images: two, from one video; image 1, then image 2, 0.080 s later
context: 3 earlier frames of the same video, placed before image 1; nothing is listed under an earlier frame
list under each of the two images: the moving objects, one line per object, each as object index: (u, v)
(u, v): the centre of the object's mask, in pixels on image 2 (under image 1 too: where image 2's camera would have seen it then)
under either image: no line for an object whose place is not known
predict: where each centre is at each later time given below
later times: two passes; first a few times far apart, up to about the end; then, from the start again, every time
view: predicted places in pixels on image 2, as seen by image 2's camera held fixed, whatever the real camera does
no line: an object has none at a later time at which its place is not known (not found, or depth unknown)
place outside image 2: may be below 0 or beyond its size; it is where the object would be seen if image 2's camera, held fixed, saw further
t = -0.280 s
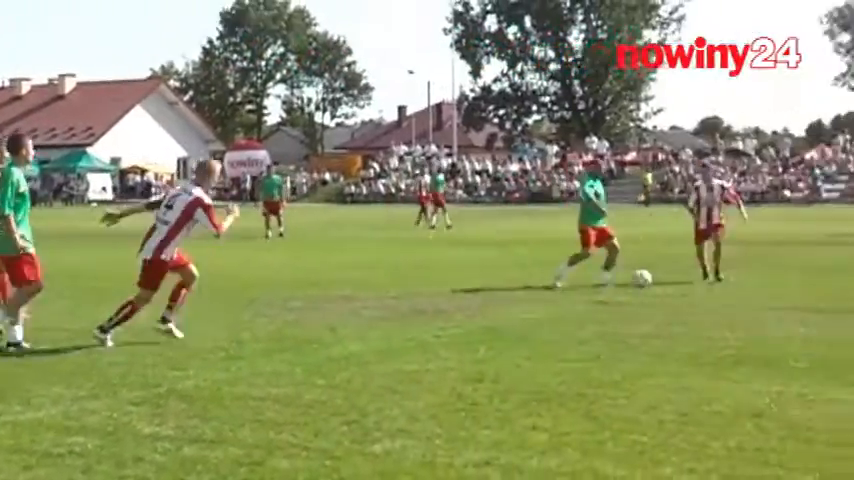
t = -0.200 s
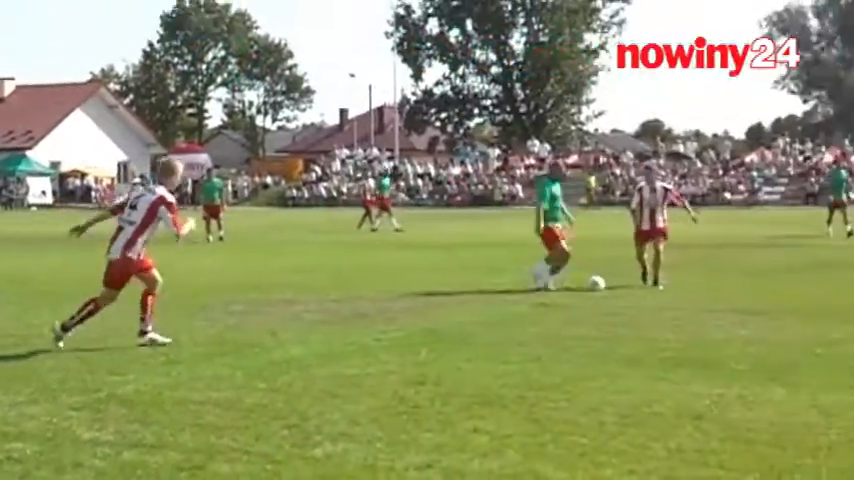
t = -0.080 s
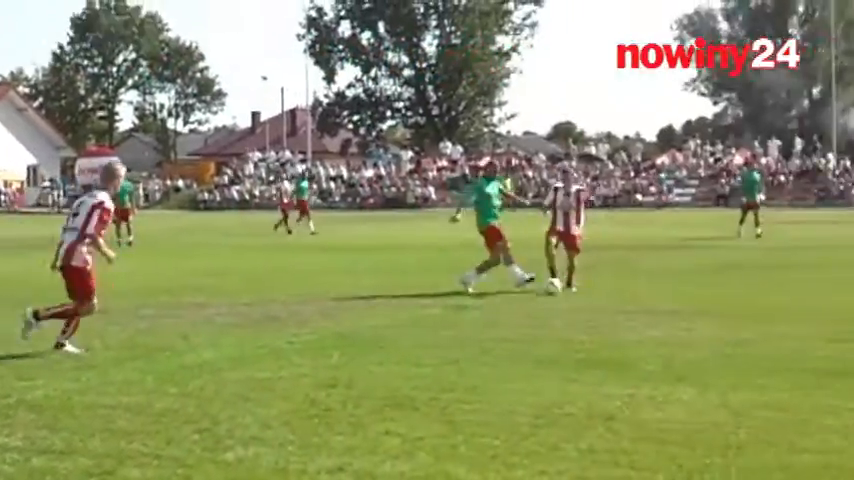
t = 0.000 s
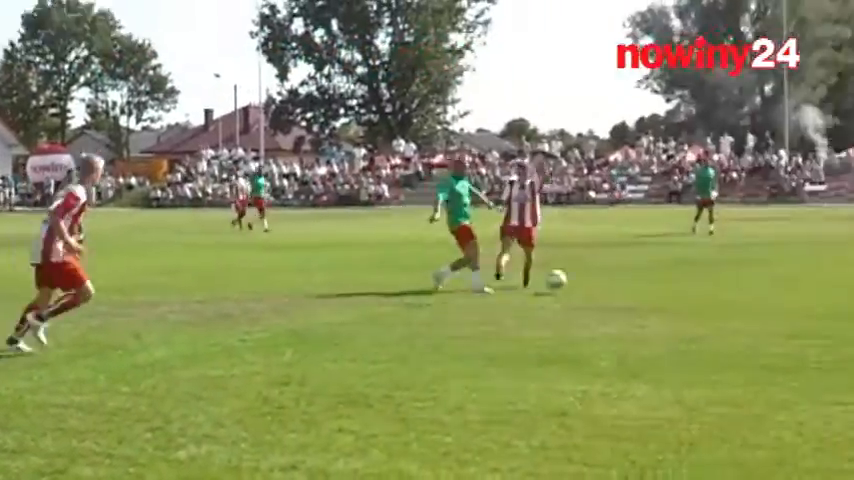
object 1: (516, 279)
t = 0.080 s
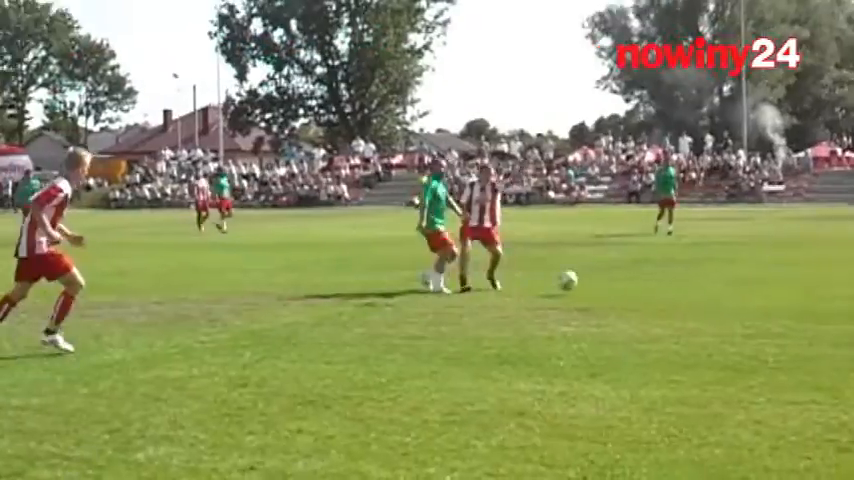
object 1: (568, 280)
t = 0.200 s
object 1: (648, 289)
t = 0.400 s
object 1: (783, 290)
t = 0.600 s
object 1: (925, 290)
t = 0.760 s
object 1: (1049, 289)
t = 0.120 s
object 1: (593, 283)
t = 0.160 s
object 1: (621, 287)
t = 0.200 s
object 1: (648, 289)
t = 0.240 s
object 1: (674, 287)
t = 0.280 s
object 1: (702, 287)
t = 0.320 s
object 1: (728, 288)
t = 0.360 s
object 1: (756, 290)
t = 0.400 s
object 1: (783, 290)
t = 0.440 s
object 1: (811, 289)
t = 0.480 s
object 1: (838, 288)
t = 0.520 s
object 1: (867, 288)
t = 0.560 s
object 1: (896, 289)
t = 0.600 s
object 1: (925, 290)
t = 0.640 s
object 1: (957, 289)
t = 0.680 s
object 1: (987, 289)
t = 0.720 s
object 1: (1017, 288)
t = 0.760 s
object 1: (1049, 289)
